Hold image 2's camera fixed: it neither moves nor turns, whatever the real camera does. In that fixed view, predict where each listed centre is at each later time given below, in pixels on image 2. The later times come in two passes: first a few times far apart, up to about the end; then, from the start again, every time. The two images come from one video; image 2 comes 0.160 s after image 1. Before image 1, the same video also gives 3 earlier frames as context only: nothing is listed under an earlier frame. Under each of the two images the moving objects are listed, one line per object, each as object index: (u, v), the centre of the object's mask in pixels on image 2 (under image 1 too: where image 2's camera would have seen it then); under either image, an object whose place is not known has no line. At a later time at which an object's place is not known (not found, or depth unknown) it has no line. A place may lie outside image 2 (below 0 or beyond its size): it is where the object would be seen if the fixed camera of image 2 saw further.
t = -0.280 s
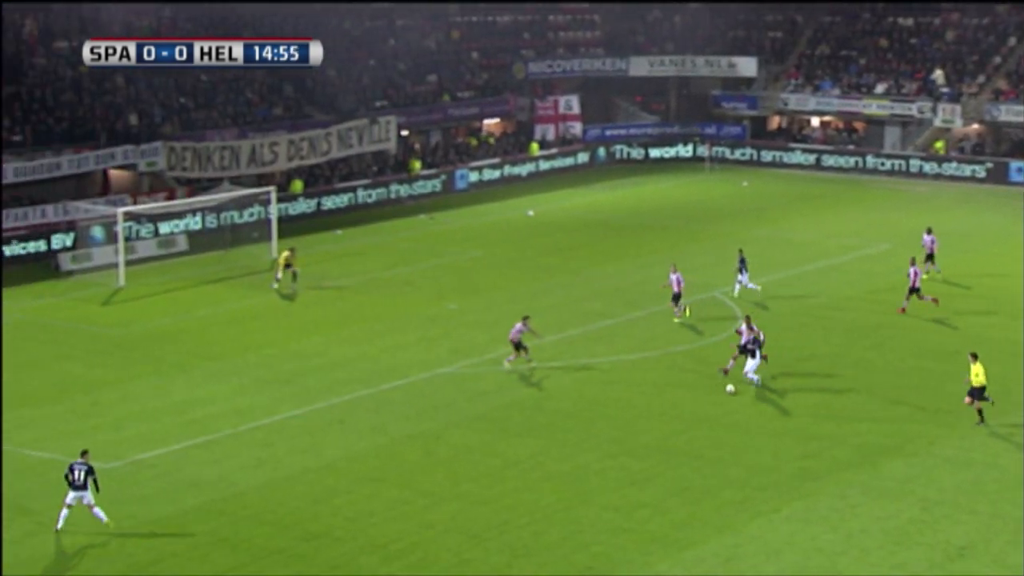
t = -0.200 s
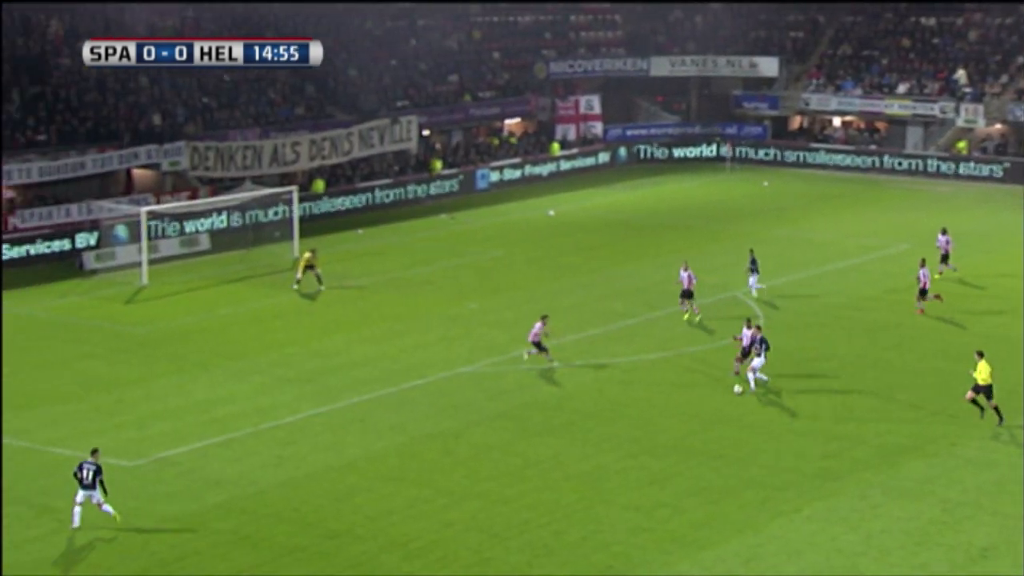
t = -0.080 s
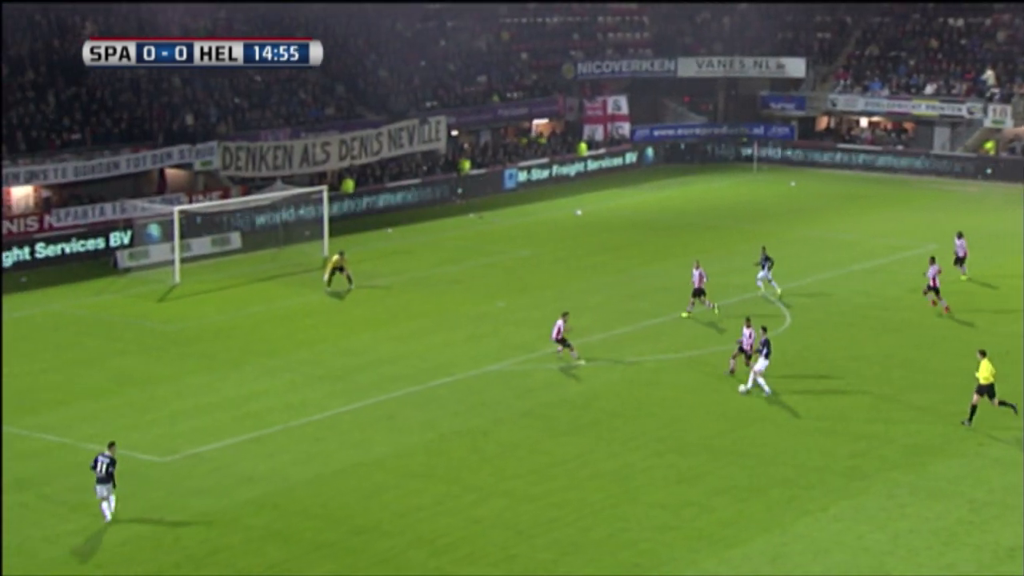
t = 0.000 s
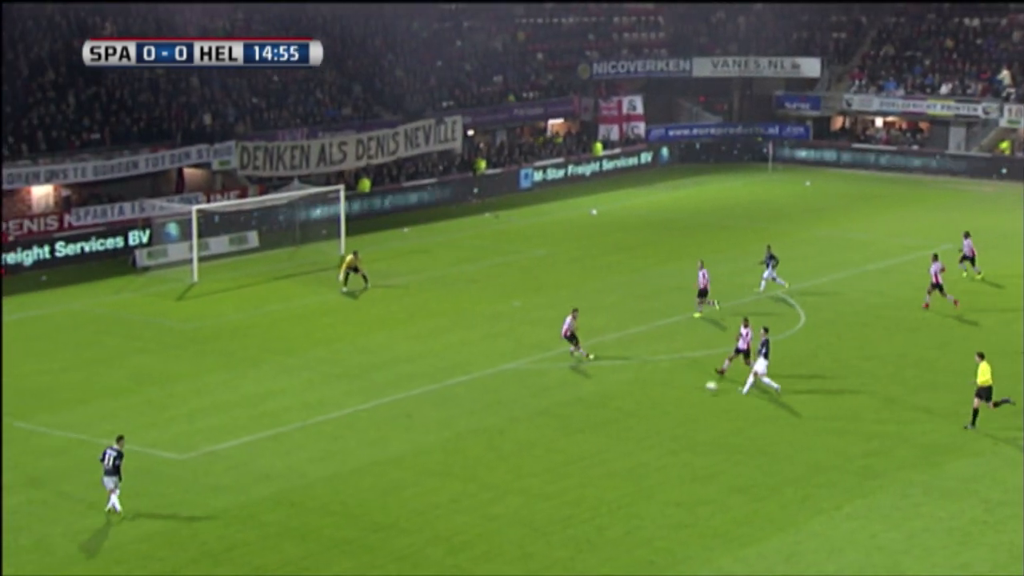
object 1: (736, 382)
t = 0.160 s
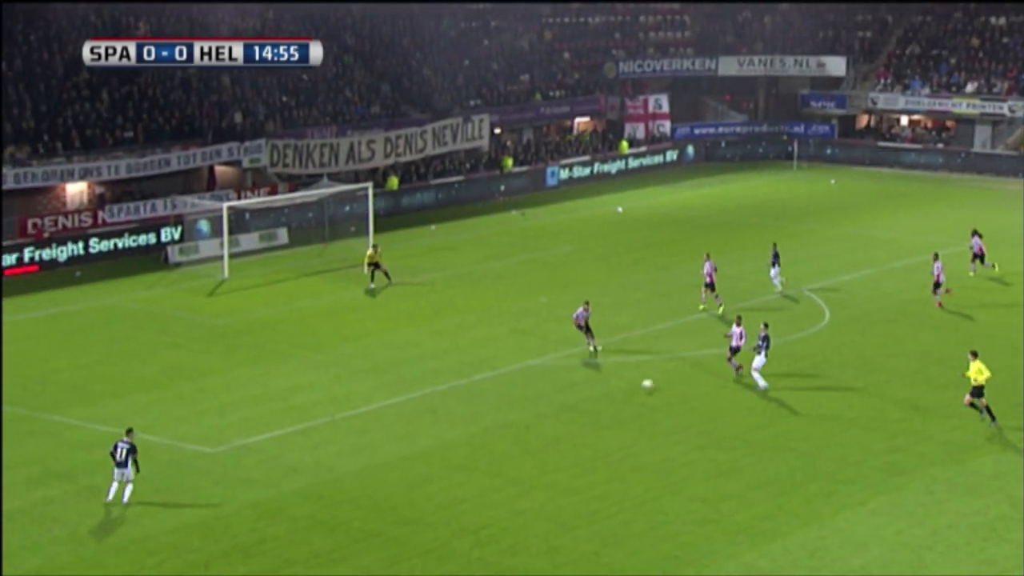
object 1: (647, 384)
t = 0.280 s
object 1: (585, 385)
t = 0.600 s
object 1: (439, 386)
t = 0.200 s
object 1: (625, 387)
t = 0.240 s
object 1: (605, 387)
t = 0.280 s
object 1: (585, 385)
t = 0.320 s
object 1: (566, 383)
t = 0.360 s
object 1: (547, 383)
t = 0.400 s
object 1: (528, 384)
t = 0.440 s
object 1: (509, 386)
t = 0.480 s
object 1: (490, 388)
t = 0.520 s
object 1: (473, 389)
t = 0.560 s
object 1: (456, 387)
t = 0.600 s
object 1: (439, 386)
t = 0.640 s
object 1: (424, 387)
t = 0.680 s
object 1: (407, 387)
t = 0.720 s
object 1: (391, 389)
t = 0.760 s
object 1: (376, 391)
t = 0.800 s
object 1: (362, 391)
